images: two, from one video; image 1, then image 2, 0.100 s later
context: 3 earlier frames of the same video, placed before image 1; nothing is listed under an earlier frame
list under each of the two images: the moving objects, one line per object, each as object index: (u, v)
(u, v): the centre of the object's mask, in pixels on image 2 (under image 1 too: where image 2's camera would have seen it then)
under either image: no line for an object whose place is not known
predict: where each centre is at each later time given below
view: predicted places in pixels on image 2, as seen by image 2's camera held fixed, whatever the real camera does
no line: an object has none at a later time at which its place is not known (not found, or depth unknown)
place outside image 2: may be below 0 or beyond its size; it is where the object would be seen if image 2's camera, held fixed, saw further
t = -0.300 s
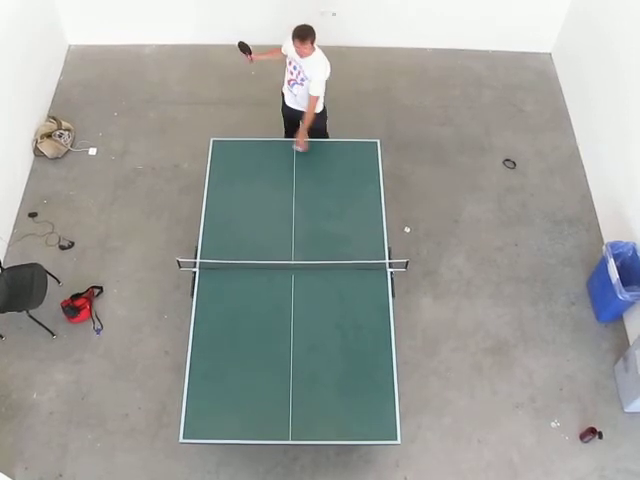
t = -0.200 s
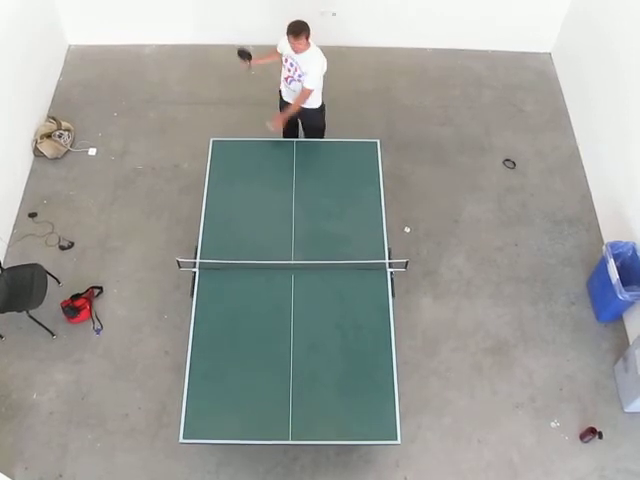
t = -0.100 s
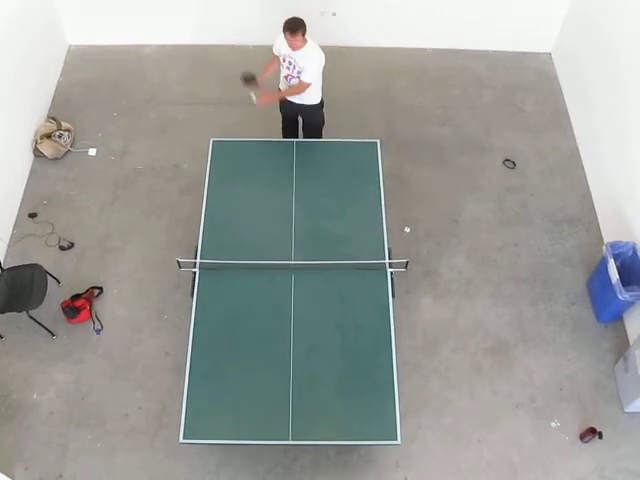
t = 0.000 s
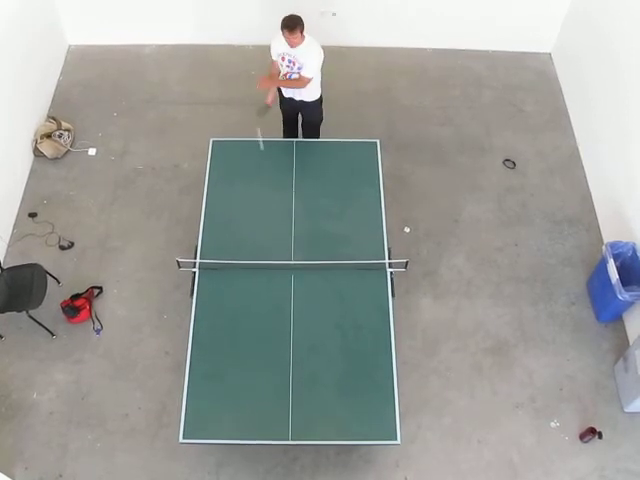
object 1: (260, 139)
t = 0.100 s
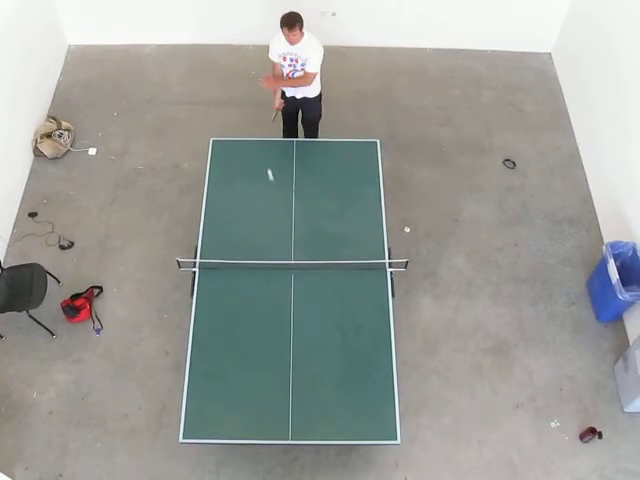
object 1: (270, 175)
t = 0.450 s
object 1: (301, 338)
